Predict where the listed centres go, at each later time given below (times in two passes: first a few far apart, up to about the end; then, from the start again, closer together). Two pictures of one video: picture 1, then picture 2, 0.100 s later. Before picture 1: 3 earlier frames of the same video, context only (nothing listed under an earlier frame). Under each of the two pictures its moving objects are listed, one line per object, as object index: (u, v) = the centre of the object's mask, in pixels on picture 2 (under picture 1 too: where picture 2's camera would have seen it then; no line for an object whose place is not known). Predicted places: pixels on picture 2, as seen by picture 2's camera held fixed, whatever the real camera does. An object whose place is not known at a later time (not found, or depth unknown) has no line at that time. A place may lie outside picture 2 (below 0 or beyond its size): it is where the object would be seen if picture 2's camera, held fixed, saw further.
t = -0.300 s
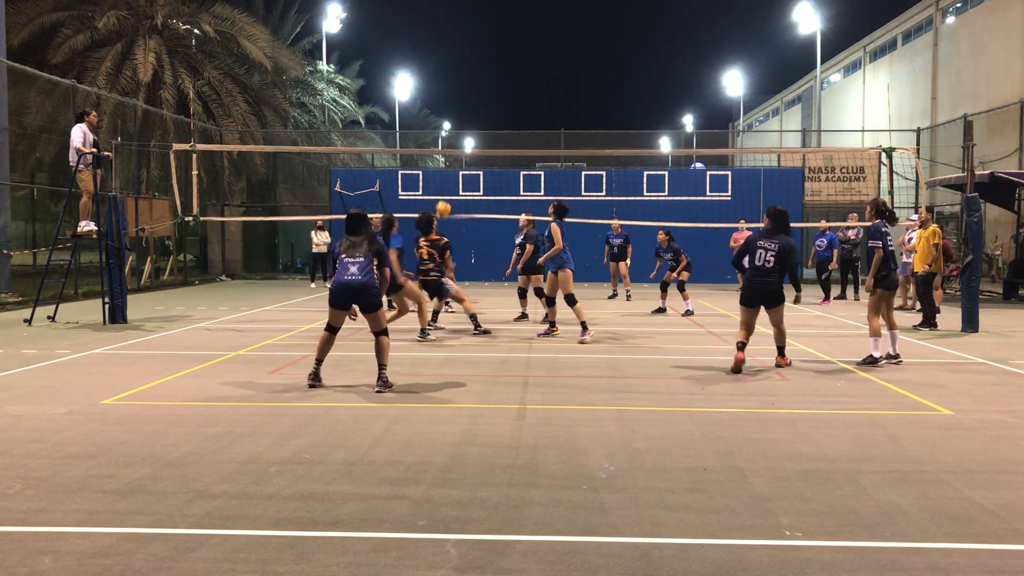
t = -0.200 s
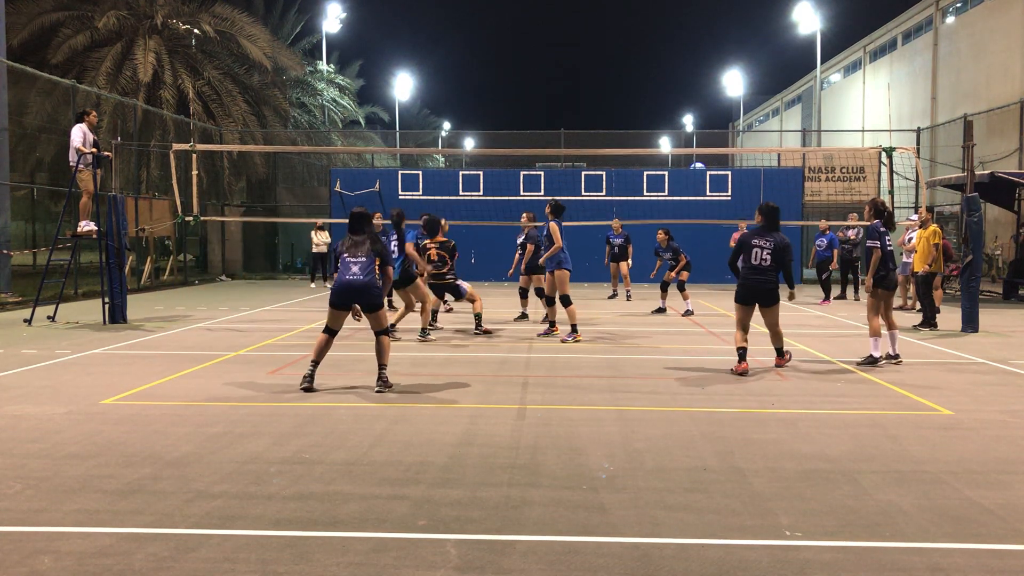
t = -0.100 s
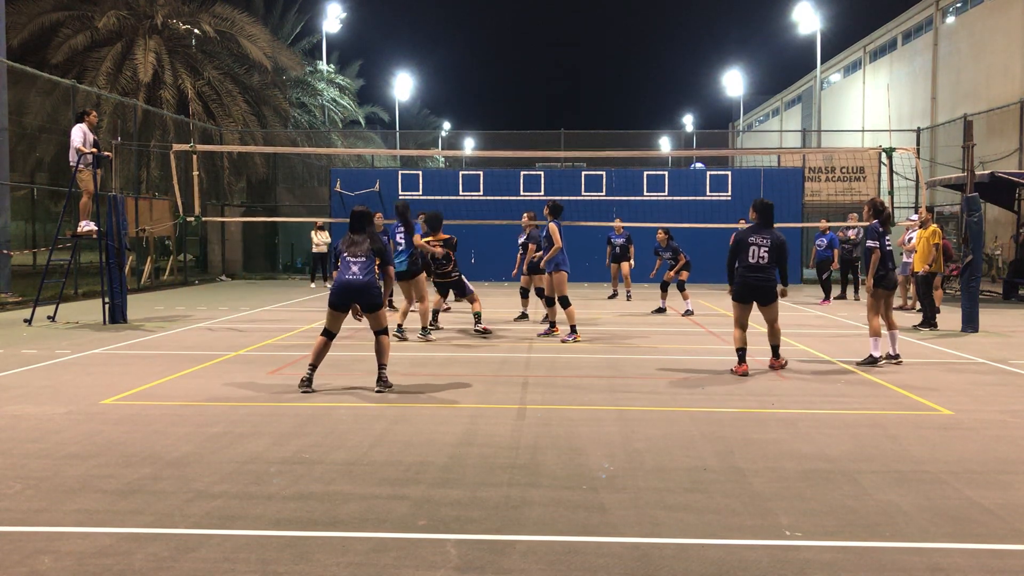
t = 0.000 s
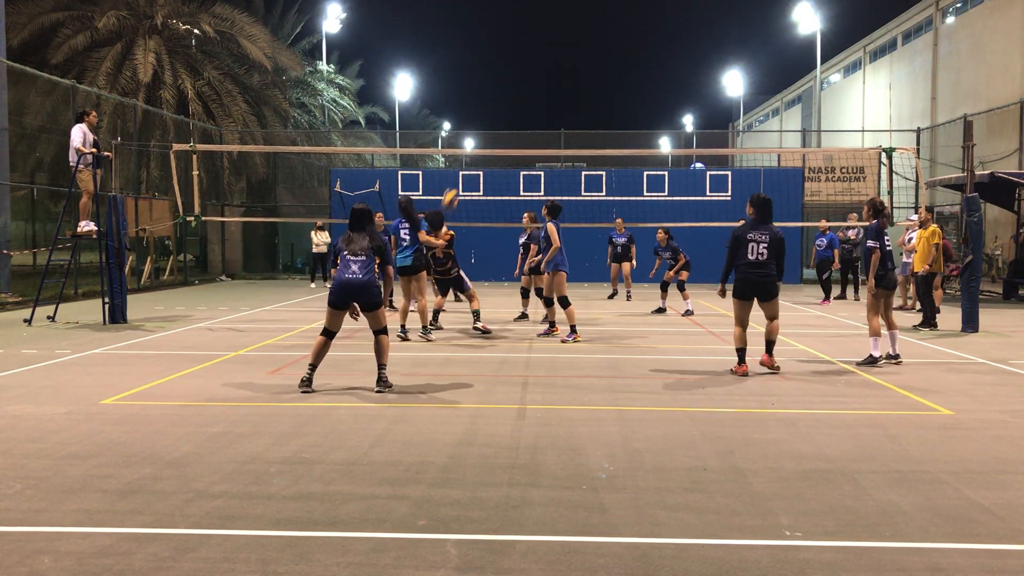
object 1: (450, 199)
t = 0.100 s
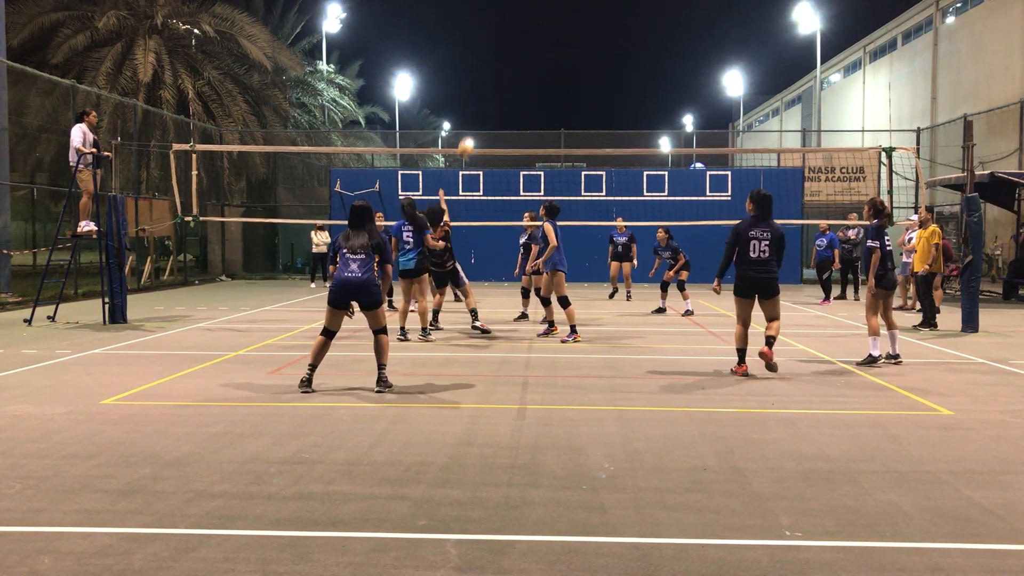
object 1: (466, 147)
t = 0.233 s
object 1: (488, 90)
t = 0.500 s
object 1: (535, 18)
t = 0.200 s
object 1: (482, 104)
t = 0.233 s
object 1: (488, 90)
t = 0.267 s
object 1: (494, 79)
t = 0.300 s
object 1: (499, 67)
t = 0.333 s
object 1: (505, 57)
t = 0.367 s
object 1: (511, 47)
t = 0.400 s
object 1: (517, 38)
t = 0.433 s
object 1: (523, 31)
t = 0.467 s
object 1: (529, 23)
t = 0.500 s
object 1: (535, 18)
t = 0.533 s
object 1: (541, 12)
